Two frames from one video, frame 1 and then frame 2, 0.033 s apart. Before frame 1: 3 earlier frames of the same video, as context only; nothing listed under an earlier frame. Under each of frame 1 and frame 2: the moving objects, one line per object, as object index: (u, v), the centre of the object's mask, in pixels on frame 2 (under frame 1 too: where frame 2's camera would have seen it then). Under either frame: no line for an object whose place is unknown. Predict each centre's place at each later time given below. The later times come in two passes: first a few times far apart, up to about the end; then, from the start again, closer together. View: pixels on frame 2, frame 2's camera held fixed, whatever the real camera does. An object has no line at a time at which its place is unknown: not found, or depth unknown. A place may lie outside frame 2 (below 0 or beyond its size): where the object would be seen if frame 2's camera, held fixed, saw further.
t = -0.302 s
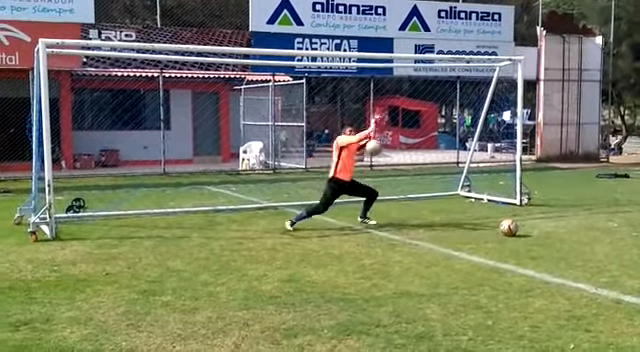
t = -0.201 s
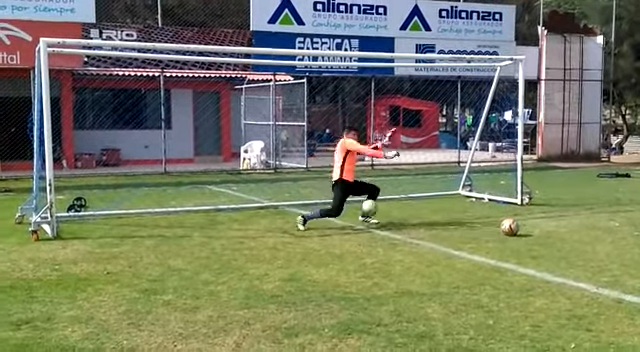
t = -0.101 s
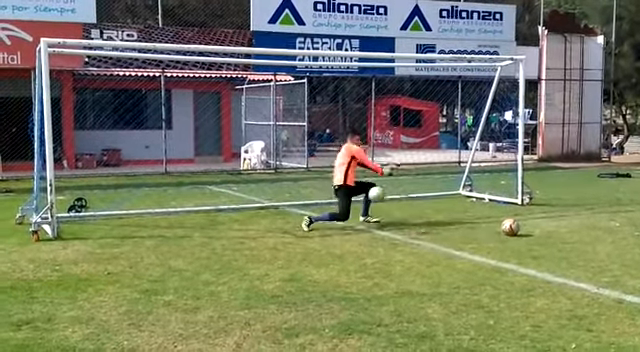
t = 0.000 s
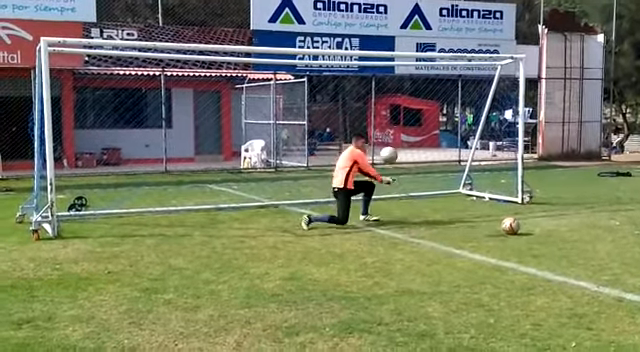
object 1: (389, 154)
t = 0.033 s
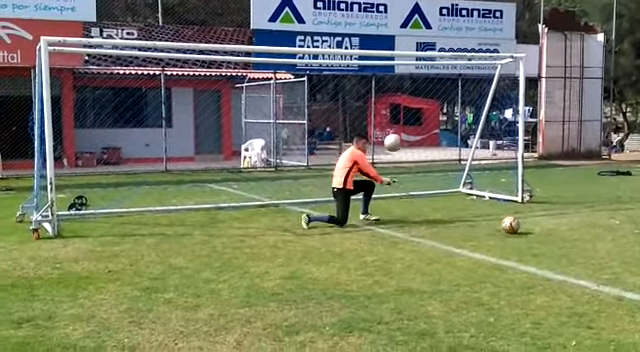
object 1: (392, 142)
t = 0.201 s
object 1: (416, 94)
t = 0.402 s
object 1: (447, 62)
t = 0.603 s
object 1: (483, 65)
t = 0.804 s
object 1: (528, 115)
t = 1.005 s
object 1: (579, 226)
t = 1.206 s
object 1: (636, 263)
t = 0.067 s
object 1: (397, 130)
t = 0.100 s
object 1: (401, 121)
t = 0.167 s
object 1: (410, 102)
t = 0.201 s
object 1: (416, 94)
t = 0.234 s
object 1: (421, 87)
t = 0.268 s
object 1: (425, 80)
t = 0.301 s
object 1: (430, 75)
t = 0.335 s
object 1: (434, 69)
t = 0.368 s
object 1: (441, 65)
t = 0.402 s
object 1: (447, 62)
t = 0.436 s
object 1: (453, 59)
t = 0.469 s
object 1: (458, 58)
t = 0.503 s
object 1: (465, 58)
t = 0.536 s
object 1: (471, 58)
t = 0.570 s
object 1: (478, 61)
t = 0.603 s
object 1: (483, 65)
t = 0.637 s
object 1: (491, 69)
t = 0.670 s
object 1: (498, 75)
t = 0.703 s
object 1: (505, 83)
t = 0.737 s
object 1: (512, 91)
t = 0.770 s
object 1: (520, 102)
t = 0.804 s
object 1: (528, 115)
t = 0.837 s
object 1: (536, 128)
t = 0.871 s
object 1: (541, 143)
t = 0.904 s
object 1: (552, 161)
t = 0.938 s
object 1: (561, 180)
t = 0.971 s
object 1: (569, 202)
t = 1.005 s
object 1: (579, 226)
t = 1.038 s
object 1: (589, 252)
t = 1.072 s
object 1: (598, 280)
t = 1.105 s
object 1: (608, 304)
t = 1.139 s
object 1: (618, 289)
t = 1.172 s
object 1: (628, 275)
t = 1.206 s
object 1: (636, 263)
